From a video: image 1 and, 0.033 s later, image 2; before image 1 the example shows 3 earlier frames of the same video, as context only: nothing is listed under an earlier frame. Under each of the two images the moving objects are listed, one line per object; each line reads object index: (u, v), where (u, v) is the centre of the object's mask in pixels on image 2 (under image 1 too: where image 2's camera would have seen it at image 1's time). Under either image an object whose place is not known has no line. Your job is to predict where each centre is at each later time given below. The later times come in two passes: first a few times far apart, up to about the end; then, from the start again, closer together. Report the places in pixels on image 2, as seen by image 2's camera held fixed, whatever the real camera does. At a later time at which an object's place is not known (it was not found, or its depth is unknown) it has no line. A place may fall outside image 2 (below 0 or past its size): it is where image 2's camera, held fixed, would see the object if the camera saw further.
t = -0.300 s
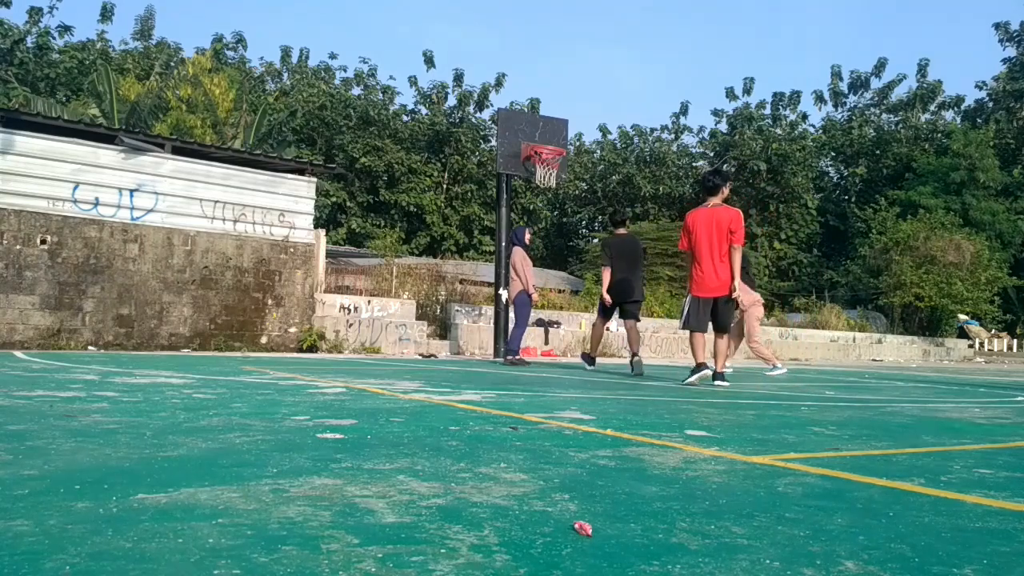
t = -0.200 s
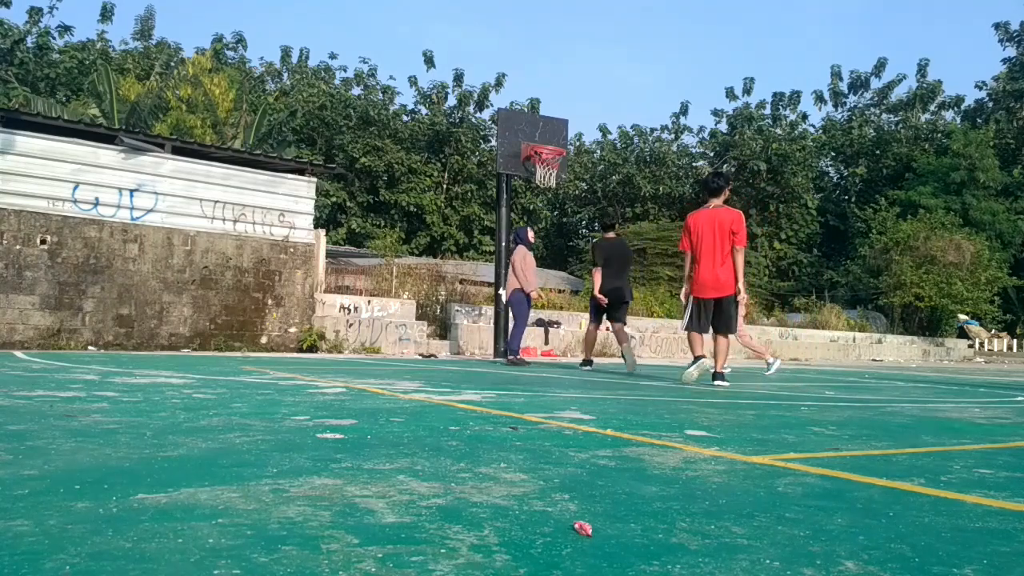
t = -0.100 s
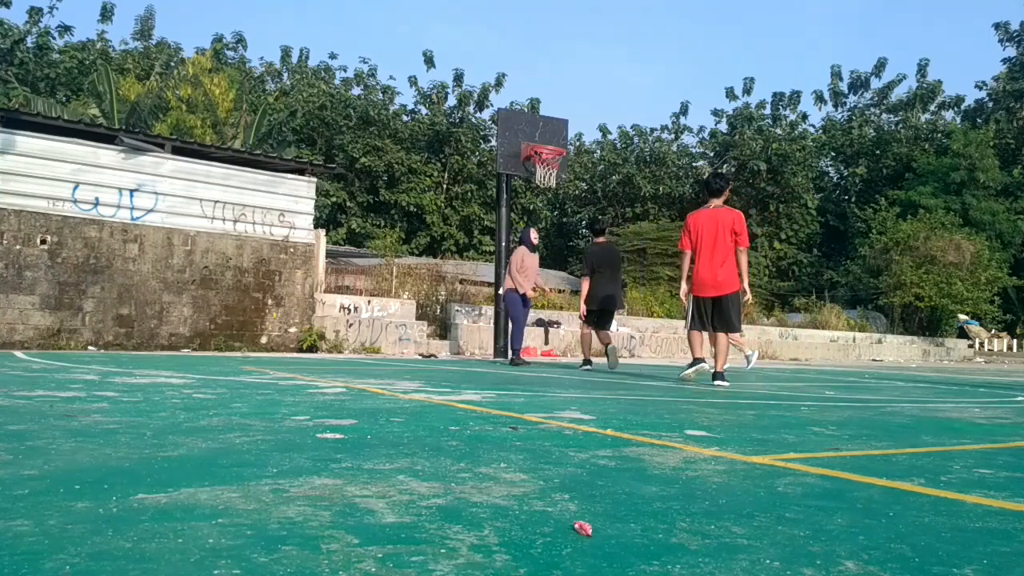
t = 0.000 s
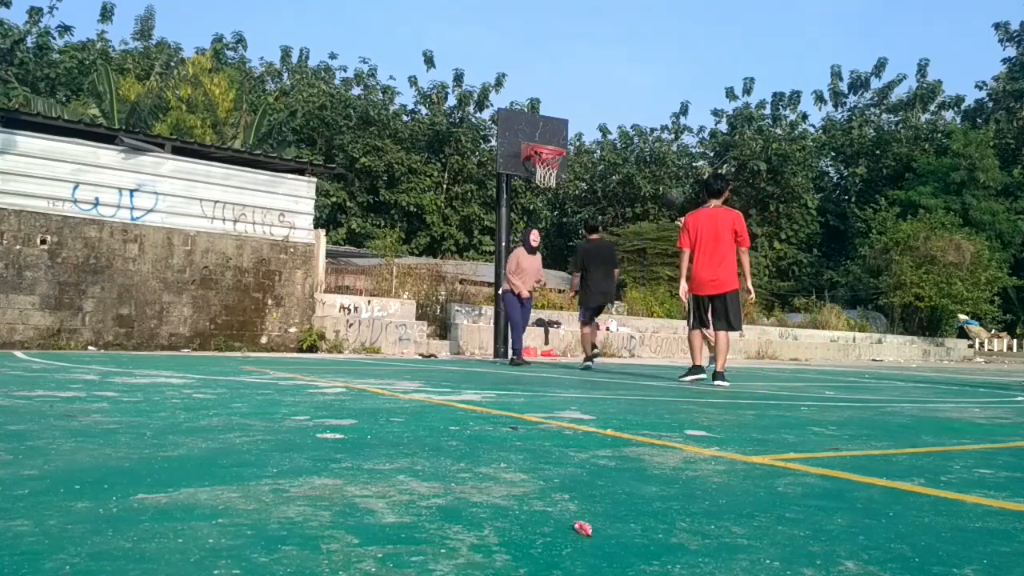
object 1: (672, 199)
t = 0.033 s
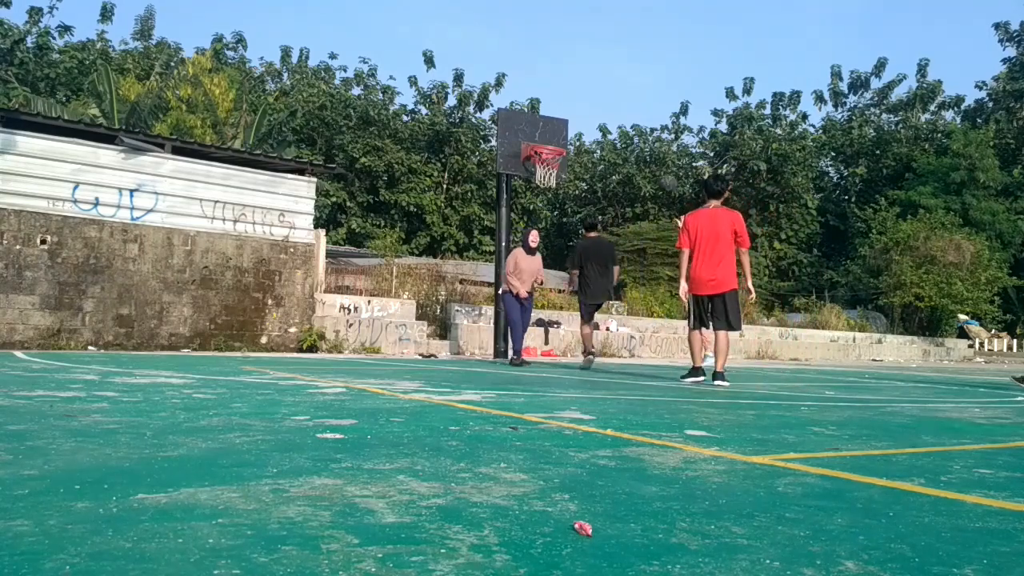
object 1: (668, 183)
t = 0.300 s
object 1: (615, 109)
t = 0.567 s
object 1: (563, 88)
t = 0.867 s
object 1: (533, 102)
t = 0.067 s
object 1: (660, 171)
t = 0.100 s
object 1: (657, 160)
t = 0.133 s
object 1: (646, 148)
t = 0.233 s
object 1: (628, 123)
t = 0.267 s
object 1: (621, 116)
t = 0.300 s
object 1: (615, 109)
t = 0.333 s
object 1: (608, 104)
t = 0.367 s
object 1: (601, 99)
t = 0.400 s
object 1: (595, 96)
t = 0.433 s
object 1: (589, 93)
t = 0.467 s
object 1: (582, 90)
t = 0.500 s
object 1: (576, 89)
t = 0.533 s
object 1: (570, 88)
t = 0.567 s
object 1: (563, 88)
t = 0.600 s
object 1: (557, 90)
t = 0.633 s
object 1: (551, 92)
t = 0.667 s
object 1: (544, 94)
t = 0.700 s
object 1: (538, 98)
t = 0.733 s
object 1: (532, 102)
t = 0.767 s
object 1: (529, 106)
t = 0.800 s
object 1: (530, 104)
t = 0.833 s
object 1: (531, 102)
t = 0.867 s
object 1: (533, 102)
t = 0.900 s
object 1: (535, 102)
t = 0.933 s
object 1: (536, 103)
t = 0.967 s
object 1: (538, 105)
